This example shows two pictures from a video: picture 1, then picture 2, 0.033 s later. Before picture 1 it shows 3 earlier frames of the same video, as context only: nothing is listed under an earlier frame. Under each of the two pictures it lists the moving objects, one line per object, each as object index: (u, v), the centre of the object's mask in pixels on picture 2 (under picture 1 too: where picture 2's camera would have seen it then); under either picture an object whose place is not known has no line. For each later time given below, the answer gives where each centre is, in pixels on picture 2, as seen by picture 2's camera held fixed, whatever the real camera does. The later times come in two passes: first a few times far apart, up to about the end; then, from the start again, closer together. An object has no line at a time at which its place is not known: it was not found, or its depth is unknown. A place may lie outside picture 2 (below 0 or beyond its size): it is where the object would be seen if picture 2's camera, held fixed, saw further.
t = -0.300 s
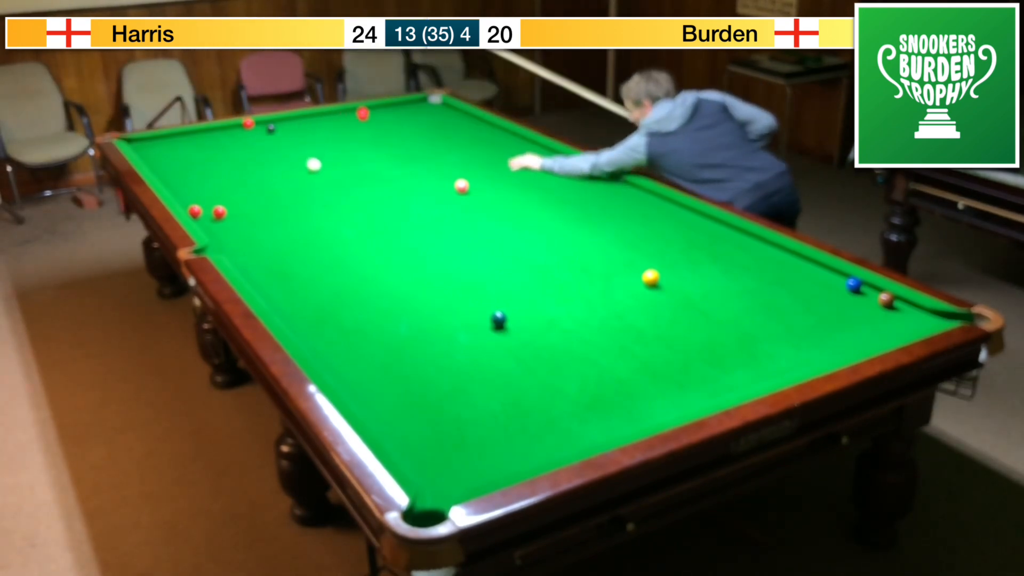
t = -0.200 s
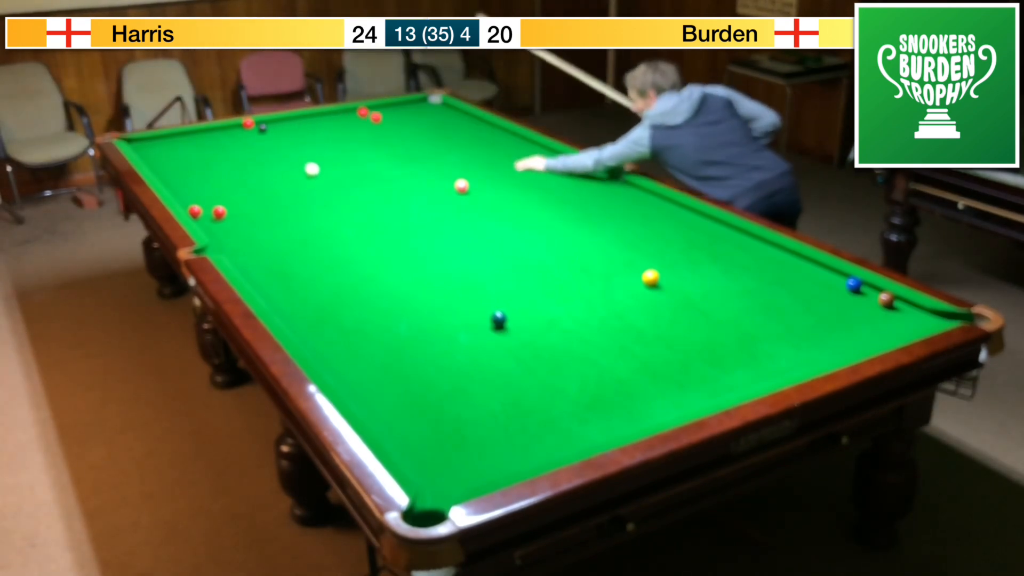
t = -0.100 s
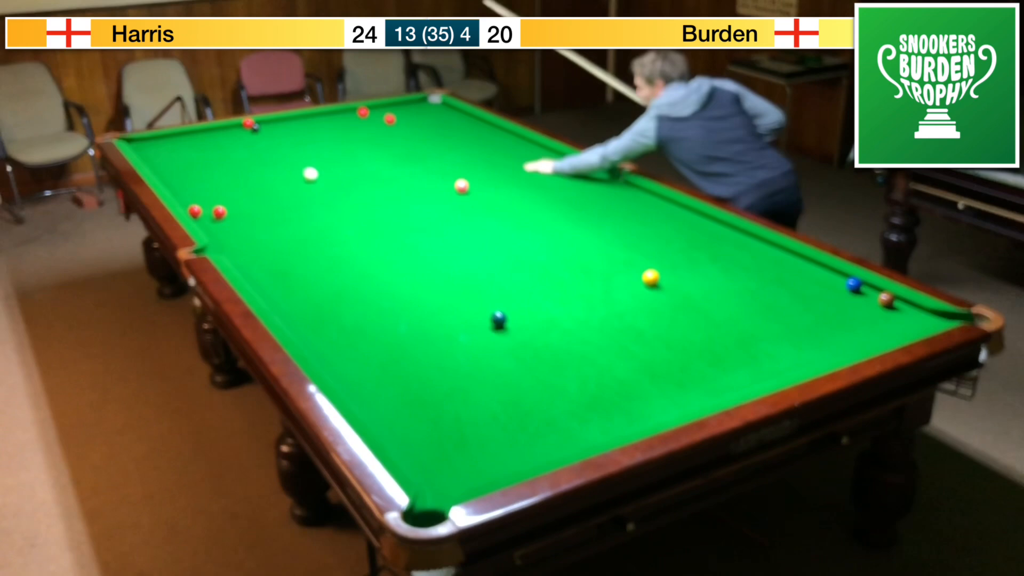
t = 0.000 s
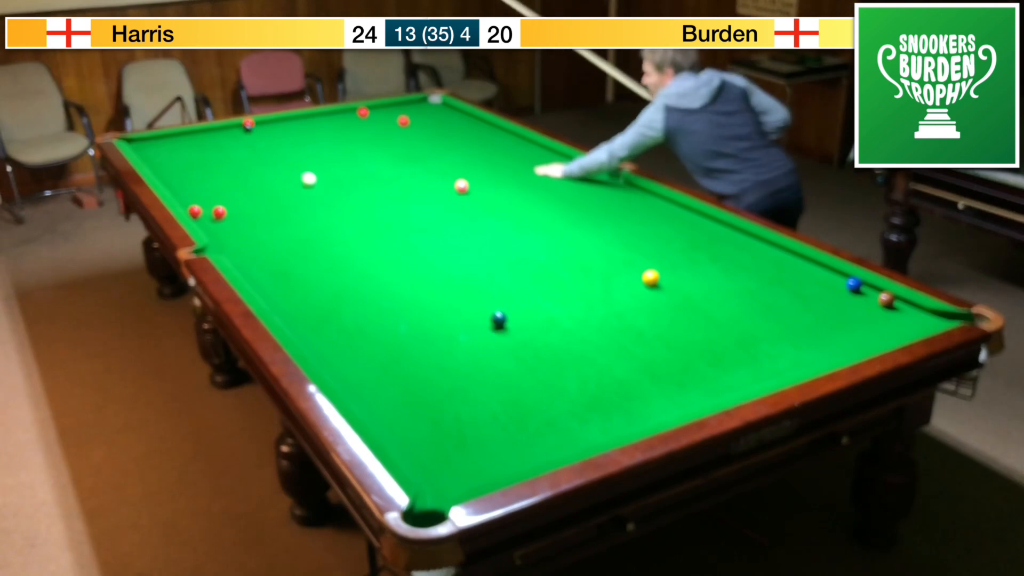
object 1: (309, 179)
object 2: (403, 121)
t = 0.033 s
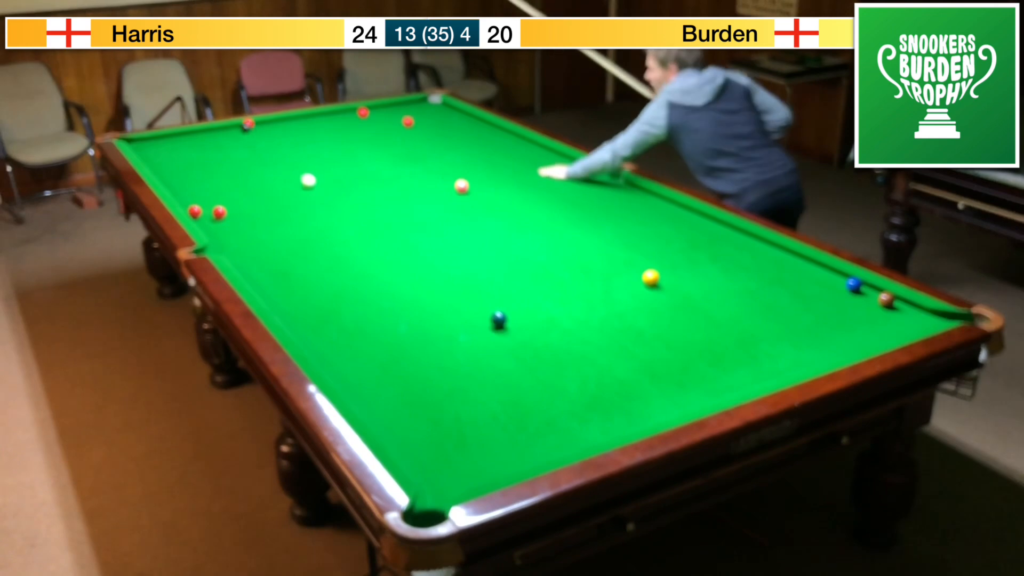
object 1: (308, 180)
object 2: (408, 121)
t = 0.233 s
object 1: (305, 190)
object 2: (435, 125)
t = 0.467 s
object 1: (300, 201)
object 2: (468, 129)
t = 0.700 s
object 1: (295, 213)
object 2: (499, 133)
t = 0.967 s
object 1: (289, 227)
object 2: (521, 140)
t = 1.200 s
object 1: (284, 239)
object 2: (525, 146)
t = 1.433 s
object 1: (278, 251)
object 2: (528, 154)
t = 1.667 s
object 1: (272, 263)
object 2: (530, 161)
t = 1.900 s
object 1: (266, 275)
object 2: (534, 168)
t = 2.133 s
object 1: (260, 287)
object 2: (537, 174)
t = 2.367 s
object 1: (273, 293)
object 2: (539, 181)
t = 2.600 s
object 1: (285, 298)
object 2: (543, 187)
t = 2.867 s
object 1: (297, 304)
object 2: (546, 194)
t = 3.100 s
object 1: (306, 308)
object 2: (549, 200)
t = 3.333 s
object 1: (315, 312)
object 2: (551, 205)
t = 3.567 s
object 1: (321, 315)
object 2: (553, 211)
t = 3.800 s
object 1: (326, 317)
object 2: (554, 215)
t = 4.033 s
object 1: (329, 318)
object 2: (556, 219)
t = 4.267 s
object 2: (557, 223)
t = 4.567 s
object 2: (559, 227)
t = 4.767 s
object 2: (558, 229)
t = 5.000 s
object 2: (558, 232)
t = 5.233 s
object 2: (558, 233)
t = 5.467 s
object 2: (558, 234)
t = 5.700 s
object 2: (558, 235)
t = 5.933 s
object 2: (558, 235)
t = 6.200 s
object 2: (558, 235)
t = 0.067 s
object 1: (308, 182)
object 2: (413, 122)
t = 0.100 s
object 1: (307, 183)
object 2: (417, 123)
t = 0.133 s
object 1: (306, 185)
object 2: (422, 123)
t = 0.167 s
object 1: (306, 187)
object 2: (426, 124)
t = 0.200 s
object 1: (305, 188)
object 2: (431, 124)
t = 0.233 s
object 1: (305, 190)
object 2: (435, 125)
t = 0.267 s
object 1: (304, 191)
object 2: (440, 126)
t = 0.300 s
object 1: (303, 193)
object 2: (445, 126)
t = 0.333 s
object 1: (303, 195)
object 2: (449, 127)
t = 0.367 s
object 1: (302, 196)
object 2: (454, 127)
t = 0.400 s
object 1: (301, 198)
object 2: (458, 128)
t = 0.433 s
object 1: (301, 200)
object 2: (463, 129)
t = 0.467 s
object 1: (300, 201)
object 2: (468, 129)
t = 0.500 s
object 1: (299, 203)
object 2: (472, 130)
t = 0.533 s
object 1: (299, 205)
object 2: (476, 130)
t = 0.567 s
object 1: (298, 206)
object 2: (481, 131)
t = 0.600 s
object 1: (297, 208)
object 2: (486, 132)
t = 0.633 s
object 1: (297, 210)
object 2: (490, 132)
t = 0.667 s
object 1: (296, 211)
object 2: (495, 133)
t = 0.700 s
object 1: (295, 213)
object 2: (499, 133)
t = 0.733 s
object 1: (294, 215)
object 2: (504, 134)
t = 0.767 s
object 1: (294, 216)
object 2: (508, 135)
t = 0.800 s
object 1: (293, 218)
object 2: (513, 135)
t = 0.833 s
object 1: (292, 220)
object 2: (517, 136)
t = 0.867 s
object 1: (291, 222)
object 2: (520, 137)
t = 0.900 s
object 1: (291, 223)
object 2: (521, 138)
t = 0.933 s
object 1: (290, 225)
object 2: (521, 138)
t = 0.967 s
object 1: (289, 227)
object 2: (521, 140)
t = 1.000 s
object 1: (288, 229)
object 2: (522, 140)
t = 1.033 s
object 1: (288, 230)
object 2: (522, 141)
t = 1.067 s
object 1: (287, 232)
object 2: (523, 142)
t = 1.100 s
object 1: (286, 234)
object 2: (523, 143)
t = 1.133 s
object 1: (285, 235)
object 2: (524, 144)
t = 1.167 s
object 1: (284, 237)
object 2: (524, 145)
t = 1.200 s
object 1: (284, 239)
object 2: (525, 146)
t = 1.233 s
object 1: (283, 241)
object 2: (525, 147)
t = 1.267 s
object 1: (282, 242)
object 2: (525, 149)
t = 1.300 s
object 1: (281, 244)
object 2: (526, 150)
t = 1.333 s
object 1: (281, 246)
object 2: (526, 151)
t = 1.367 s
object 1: (280, 248)
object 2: (527, 152)
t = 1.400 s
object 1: (279, 250)
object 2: (527, 153)
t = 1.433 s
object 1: (278, 251)
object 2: (528, 154)
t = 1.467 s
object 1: (277, 253)
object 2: (528, 155)
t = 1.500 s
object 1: (277, 254)
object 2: (529, 156)
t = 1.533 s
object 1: (276, 256)
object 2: (529, 157)
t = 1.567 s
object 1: (275, 258)
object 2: (529, 158)
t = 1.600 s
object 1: (274, 260)
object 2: (530, 159)
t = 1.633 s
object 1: (273, 261)
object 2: (530, 160)
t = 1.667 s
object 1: (272, 263)
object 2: (530, 161)
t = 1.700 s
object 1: (271, 265)
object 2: (531, 162)
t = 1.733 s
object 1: (270, 267)
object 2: (531, 163)
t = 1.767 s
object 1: (270, 268)
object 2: (532, 164)
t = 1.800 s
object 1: (269, 270)
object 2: (532, 165)
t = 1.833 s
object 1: (268, 272)
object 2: (533, 166)
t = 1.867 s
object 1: (267, 273)
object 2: (533, 167)
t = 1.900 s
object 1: (266, 275)
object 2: (534, 168)
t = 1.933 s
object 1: (265, 277)
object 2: (534, 169)
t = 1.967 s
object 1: (264, 279)
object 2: (535, 170)
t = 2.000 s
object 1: (263, 281)
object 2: (535, 171)
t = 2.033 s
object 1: (263, 282)
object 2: (535, 172)
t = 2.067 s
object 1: (262, 284)
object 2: (536, 173)
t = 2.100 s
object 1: (261, 285)
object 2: (536, 174)
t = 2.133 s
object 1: (260, 287)
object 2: (537, 174)
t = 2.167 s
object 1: (262, 288)
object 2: (537, 176)
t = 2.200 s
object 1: (263, 289)
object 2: (538, 177)
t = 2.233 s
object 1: (265, 290)
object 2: (538, 178)
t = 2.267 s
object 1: (267, 291)
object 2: (538, 178)
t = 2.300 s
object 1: (269, 292)
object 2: (539, 179)
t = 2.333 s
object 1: (271, 292)
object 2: (539, 180)
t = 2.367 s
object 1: (273, 293)
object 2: (539, 181)
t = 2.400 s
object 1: (274, 294)
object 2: (540, 182)
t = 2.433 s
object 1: (276, 295)
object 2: (540, 183)
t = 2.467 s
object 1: (278, 296)
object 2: (541, 184)
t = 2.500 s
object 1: (280, 296)
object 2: (541, 185)
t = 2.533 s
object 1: (281, 297)
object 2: (542, 186)
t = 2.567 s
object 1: (283, 298)
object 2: (542, 186)
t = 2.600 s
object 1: (285, 298)
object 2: (543, 187)
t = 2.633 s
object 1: (286, 299)
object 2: (543, 188)
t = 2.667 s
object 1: (288, 300)
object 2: (543, 189)
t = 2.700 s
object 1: (289, 301)
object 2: (544, 190)
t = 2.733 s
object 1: (291, 302)
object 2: (544, 191)
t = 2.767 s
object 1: (293, 302)
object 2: (545, 192)
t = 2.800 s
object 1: (294, 303)
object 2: (545, 193)
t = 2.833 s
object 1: (295, 304)
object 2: (546, 193)
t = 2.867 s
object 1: (297, 304)
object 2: (546, 194)
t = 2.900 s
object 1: (298, 305)
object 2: (546, 195)
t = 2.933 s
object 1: (300, 305)
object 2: (547, 196)
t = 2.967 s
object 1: (301, 306)
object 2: (547, 197)
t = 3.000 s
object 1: (302, 306)
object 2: (547, 198)
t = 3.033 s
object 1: (304, 307)
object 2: (548, 199)
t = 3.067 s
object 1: (305, 308)
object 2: (548, 199)
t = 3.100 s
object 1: (306, 308)
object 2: (549, 200)
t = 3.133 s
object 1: (308, 309)
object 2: (549, 201)
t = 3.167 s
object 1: (309, 309)
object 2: (549, 202)
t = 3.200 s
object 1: (310, 310)
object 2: (550, 202)
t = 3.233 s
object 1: (311, 310)
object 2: (550, 203)
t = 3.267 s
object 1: (312, 311)
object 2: (550, 204)
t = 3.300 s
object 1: (313, 311)
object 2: (550, 205)
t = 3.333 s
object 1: (315, 312)
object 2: (551, 205)
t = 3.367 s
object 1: (316, 312)
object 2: (551, 206)
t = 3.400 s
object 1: (317, 313)
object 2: (552, 207)
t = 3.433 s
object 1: (318, 313)
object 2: (552, 208)
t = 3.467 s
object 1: (319, 314)
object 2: (552, 208)
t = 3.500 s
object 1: (319, 314)
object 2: (552, 209)
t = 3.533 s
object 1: (320, 314)
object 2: (553, 210)
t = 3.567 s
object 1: (321, 315)
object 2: (553, 211)
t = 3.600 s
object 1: (322, 315)
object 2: (553, 211)
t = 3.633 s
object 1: (323, 315)
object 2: (553, 212)
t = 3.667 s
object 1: (323, 316)
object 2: (554, 213)
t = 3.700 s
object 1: (324, 316)
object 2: (554, 213)
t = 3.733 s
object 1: (325, 316)
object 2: (554, 214)
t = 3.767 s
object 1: (325, 317)
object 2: (554, 215)
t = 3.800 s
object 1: (326, 317)
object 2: (554, 215)
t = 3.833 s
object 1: (327, 317)
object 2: (555, 216)
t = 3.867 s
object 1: (327, 317)
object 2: (555, 217)
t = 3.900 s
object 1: (328, 317)
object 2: (555, 217)
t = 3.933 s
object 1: (328, 318)
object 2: (555, 218)
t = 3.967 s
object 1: (328, 318)
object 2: (555, 218)
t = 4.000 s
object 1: (329, 318)
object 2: (556, 219)
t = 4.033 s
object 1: (329, 318)
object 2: (556, 219)
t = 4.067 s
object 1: (330, 318)
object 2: (556, 220)
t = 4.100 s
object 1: (330, 318)
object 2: (556, 221)
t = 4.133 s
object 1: (331, 319)
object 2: (556, 221)
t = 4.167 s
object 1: (331, 319)
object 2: (556, 222)
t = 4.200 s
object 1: (331, 319)
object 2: (557, 222)
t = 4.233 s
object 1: (331, 319)
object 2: (557, 223)
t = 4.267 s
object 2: (557, 223)
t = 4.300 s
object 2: (557, 224)
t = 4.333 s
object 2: (557, 224)
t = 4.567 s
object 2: (559, 227)
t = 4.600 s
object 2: (558, 227)
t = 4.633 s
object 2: (558, 228)
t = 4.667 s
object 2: (558, 228)
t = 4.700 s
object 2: (558, 228)
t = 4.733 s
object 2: (558, 229)
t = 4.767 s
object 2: (558, 229)
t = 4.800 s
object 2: (558, 230)
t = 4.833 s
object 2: (558, 230)
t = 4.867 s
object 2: (558, 230)
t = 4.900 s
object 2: (558, 231)
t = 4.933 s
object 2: (558, 231)
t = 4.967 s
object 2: (558, 231)
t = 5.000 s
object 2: (558, 232)
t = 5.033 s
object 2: (558, 232)
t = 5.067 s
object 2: (558, 232)
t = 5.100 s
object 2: (558, 232)
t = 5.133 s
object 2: (558, 233)
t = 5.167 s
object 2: (558, 233)
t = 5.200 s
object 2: (558, 233)
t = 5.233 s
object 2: (558, 233)
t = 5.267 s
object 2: (558, 233)
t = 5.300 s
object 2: (558, 234)
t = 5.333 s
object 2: (558, 234)
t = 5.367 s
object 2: (558, 234)
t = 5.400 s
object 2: (558, 234)
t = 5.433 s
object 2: (558, 234)
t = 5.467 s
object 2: (558, 234)
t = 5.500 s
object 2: (558, 235)
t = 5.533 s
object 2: (558, 235)
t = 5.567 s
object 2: (558, 235)
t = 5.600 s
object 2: (558, 235)
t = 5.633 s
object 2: (558, 235)
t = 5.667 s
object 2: (558, 235)
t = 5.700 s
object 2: (558, 235)
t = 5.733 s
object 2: (558, 235)
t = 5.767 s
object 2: (558, 235)
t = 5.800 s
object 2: (558, 235)
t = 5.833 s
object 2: (558, 235)
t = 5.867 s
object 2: (558, 235)
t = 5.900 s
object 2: (558, 235)
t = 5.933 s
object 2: (558, 235)
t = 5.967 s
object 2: (558, 235)
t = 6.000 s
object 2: (558, 235)
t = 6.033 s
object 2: (558, 235)
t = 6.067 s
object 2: (558, 235)
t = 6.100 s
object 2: (558, 235)
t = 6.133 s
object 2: (558, 235)
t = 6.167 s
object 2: (558, 235)
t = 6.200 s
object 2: (558, 235)
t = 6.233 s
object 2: (558, 235)
